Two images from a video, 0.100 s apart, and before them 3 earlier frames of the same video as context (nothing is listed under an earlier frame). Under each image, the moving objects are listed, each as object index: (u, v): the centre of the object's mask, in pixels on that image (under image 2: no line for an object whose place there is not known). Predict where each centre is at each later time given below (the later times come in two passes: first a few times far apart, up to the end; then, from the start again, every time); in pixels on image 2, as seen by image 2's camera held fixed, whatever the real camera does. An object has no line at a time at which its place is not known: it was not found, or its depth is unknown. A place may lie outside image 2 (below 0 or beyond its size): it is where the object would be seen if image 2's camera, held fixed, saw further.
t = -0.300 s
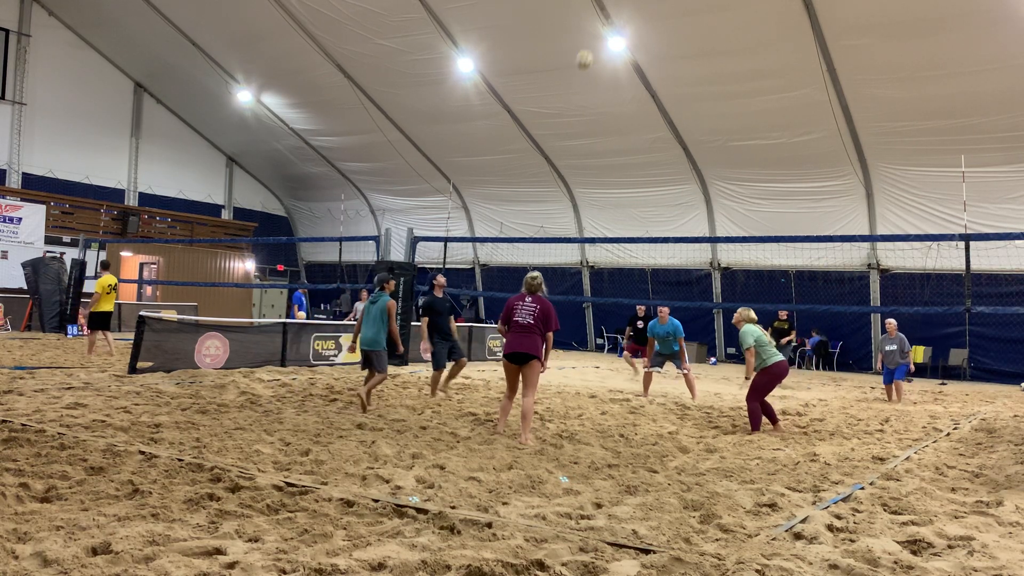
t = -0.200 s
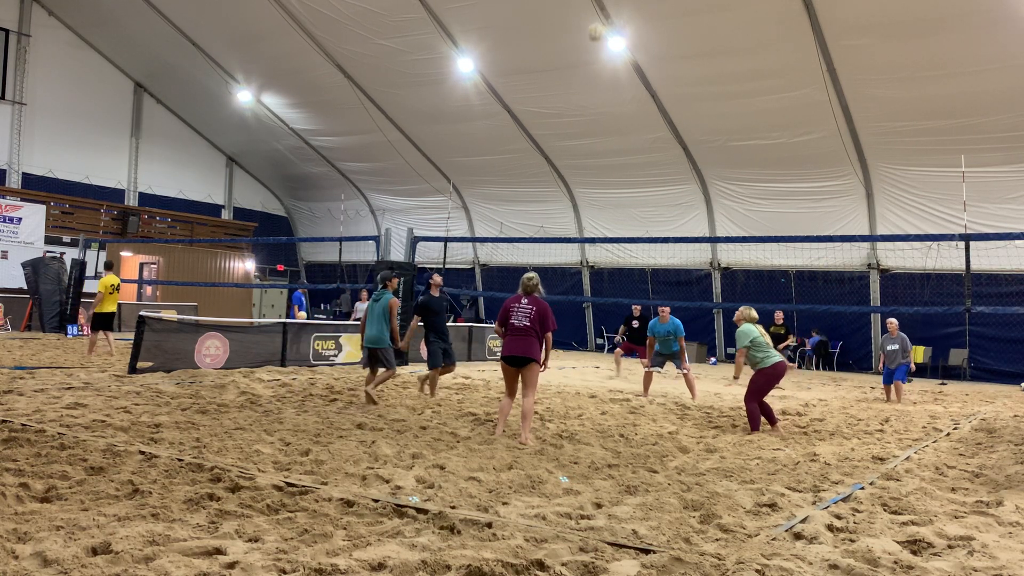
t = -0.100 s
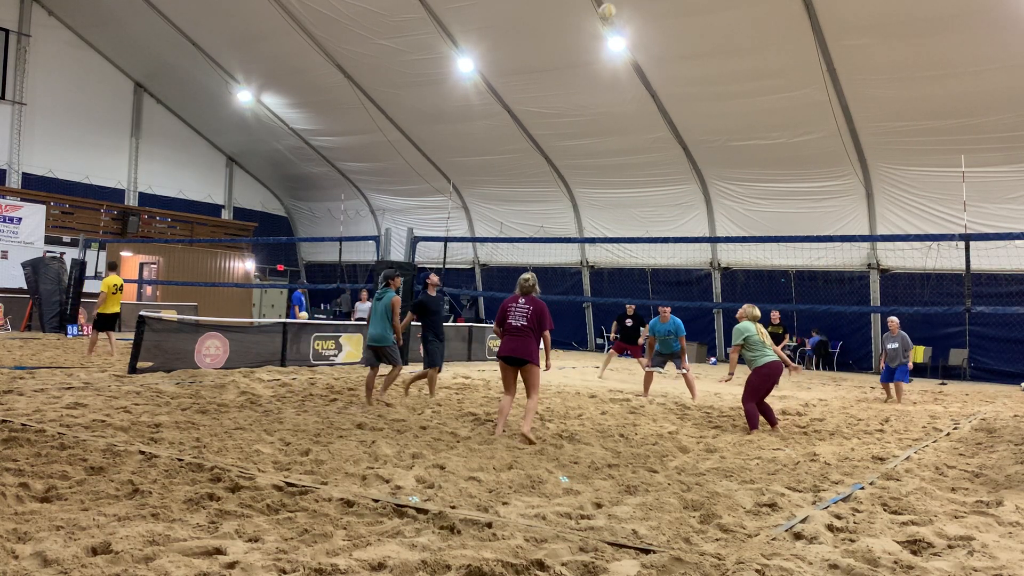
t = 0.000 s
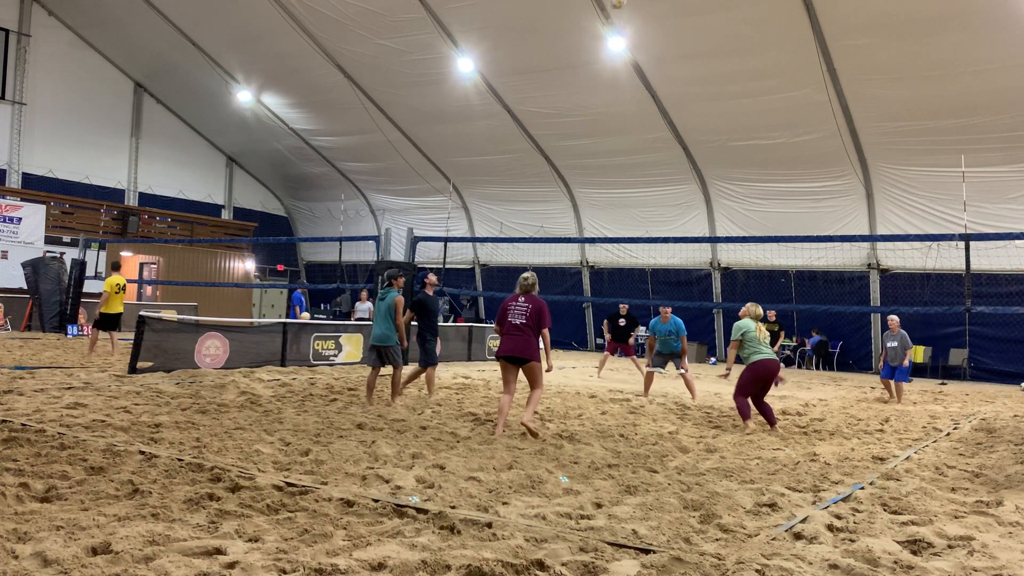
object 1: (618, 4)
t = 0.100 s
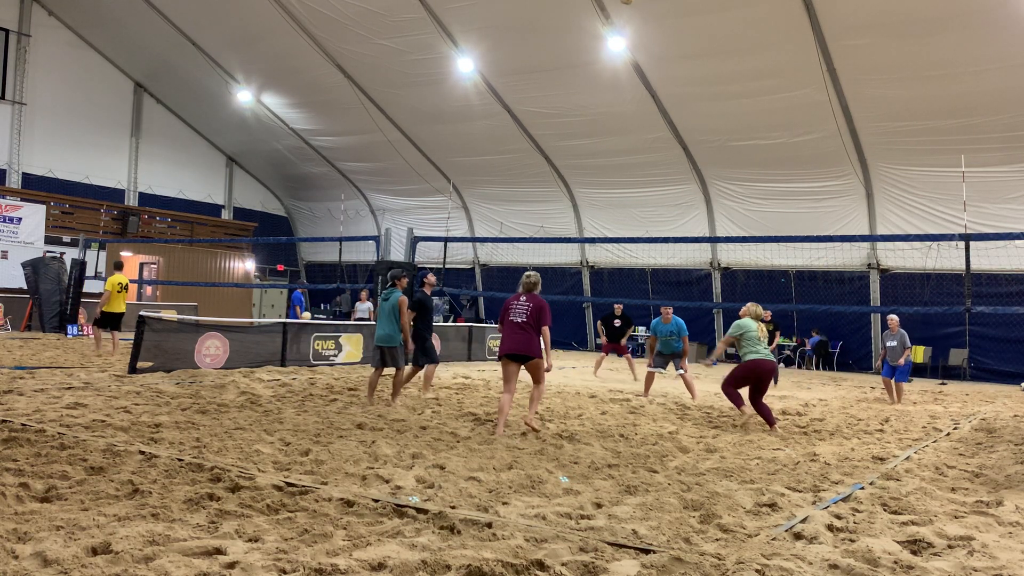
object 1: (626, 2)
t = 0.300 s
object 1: (645, 10)
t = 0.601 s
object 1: (669, 87)
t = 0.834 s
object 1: (684, 192)
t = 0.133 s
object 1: (630, 2)
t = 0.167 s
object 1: (633, 3)
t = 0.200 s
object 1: (636, 4)
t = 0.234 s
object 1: (640, 5)
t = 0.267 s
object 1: (643, 7)
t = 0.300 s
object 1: (645, 10)
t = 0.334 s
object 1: (648, 15)
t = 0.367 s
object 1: (651, 21)
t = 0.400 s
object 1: (654, 28)
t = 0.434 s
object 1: (657, 36)
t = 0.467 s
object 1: (659, 44)
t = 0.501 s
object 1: (662, 54)
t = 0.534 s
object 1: (664, 64)
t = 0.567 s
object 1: (666, 75)
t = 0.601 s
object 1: (669, 87)
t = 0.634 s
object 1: (671, 100)
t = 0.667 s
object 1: (673, 112)
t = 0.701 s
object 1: (676, 127)
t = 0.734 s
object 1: (678, 142)
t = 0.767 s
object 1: (680, 158)
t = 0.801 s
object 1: (682, 174)
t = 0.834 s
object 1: (684, 192)
